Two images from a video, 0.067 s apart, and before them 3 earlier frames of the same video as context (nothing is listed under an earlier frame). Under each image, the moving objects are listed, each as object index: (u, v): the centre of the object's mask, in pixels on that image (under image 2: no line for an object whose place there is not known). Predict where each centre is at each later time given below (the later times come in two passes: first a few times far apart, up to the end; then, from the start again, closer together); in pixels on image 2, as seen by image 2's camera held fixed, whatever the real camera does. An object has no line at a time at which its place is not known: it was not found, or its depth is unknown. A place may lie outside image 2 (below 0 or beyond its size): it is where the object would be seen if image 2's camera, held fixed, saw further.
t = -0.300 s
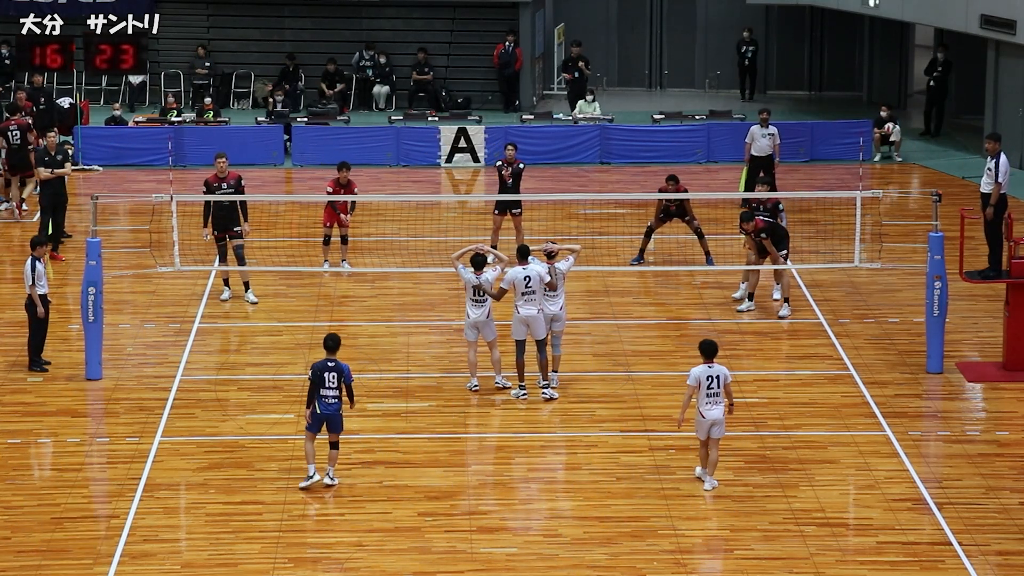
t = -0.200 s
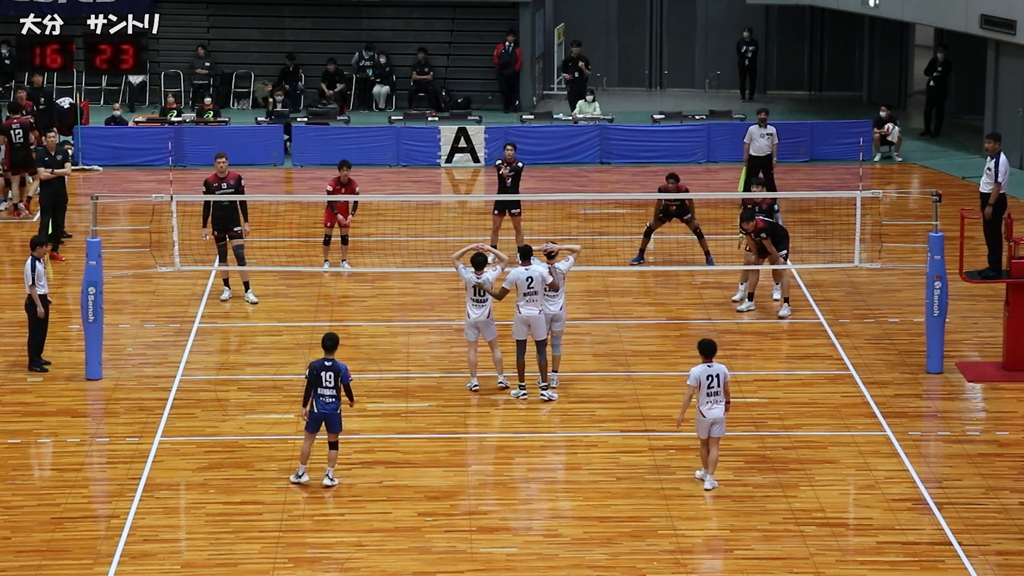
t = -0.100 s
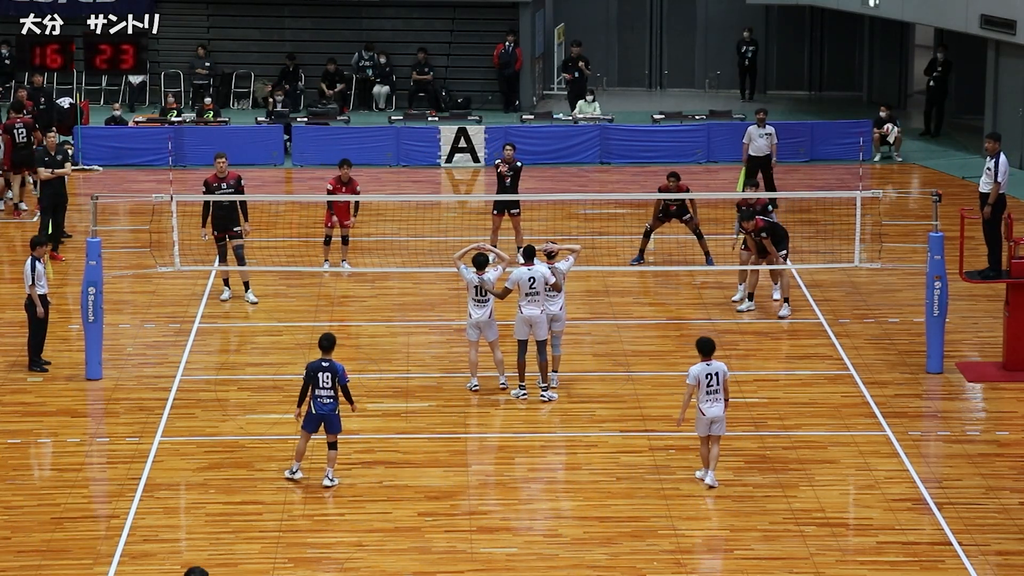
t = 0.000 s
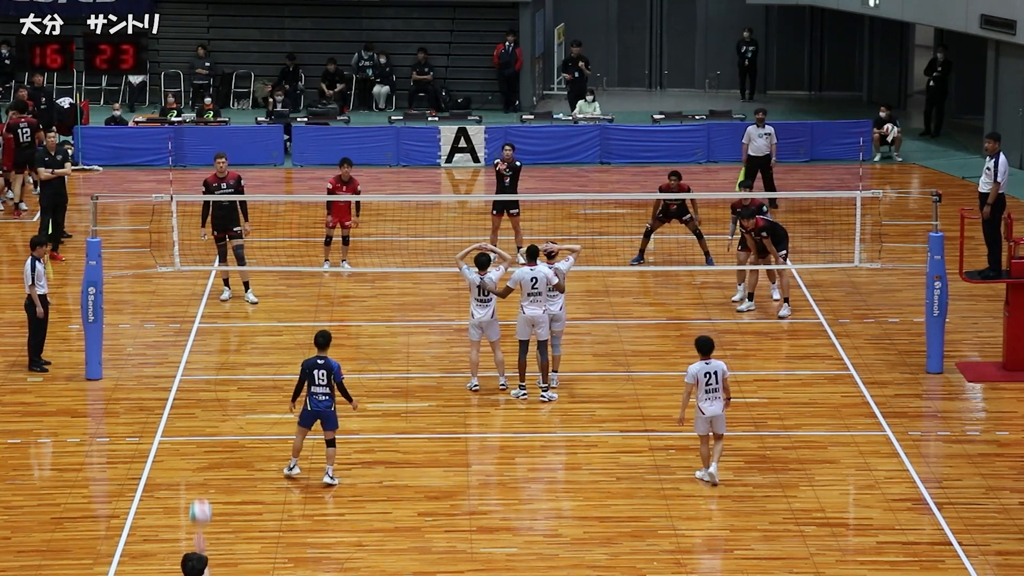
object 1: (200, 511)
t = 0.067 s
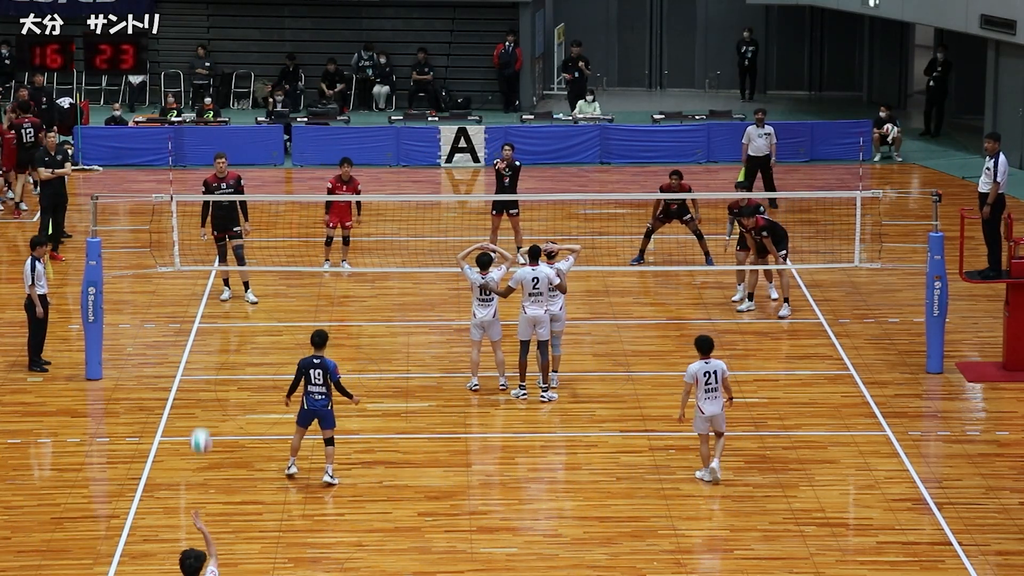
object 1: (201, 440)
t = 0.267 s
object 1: (199, 258)
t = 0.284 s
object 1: (199, 244)
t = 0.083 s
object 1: (200, 423)
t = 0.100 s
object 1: (200, 406)
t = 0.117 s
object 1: (201, 390)
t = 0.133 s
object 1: (200, 374)
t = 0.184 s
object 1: (200, 328)
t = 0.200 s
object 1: (200, 313)
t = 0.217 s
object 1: (199, 298)
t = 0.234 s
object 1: (199, 285)
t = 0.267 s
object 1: (199, 258)
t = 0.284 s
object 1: (199, 244)
